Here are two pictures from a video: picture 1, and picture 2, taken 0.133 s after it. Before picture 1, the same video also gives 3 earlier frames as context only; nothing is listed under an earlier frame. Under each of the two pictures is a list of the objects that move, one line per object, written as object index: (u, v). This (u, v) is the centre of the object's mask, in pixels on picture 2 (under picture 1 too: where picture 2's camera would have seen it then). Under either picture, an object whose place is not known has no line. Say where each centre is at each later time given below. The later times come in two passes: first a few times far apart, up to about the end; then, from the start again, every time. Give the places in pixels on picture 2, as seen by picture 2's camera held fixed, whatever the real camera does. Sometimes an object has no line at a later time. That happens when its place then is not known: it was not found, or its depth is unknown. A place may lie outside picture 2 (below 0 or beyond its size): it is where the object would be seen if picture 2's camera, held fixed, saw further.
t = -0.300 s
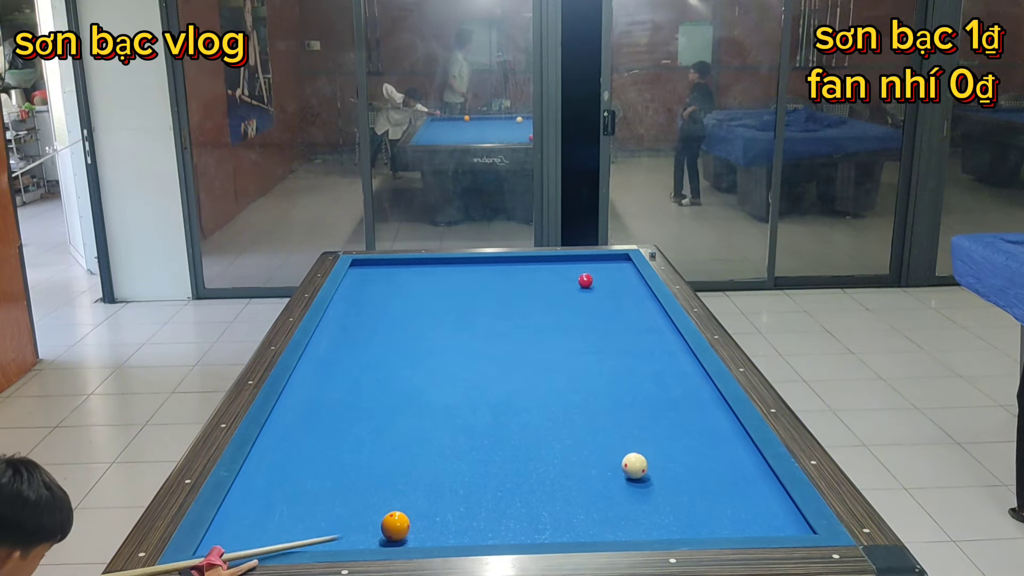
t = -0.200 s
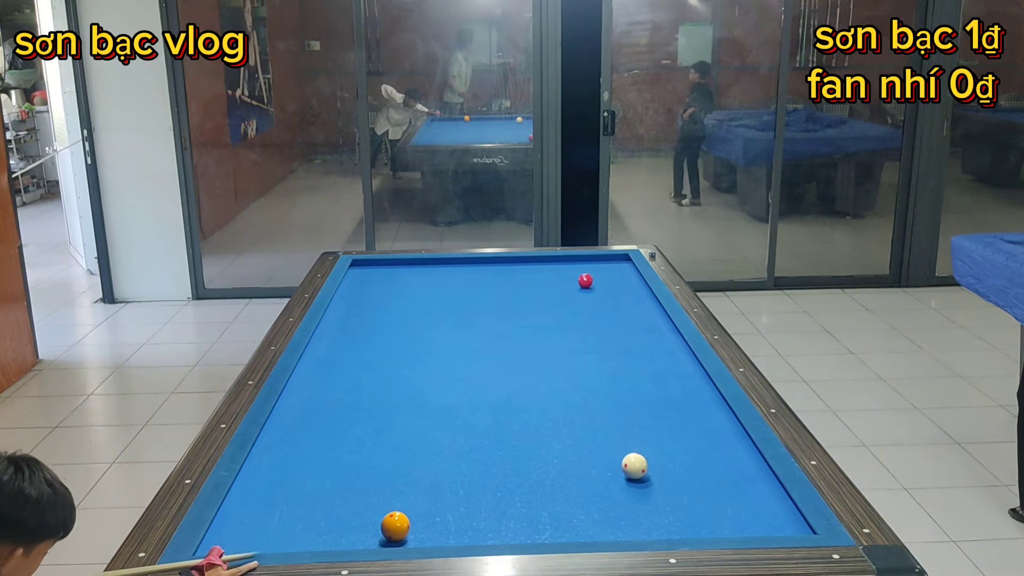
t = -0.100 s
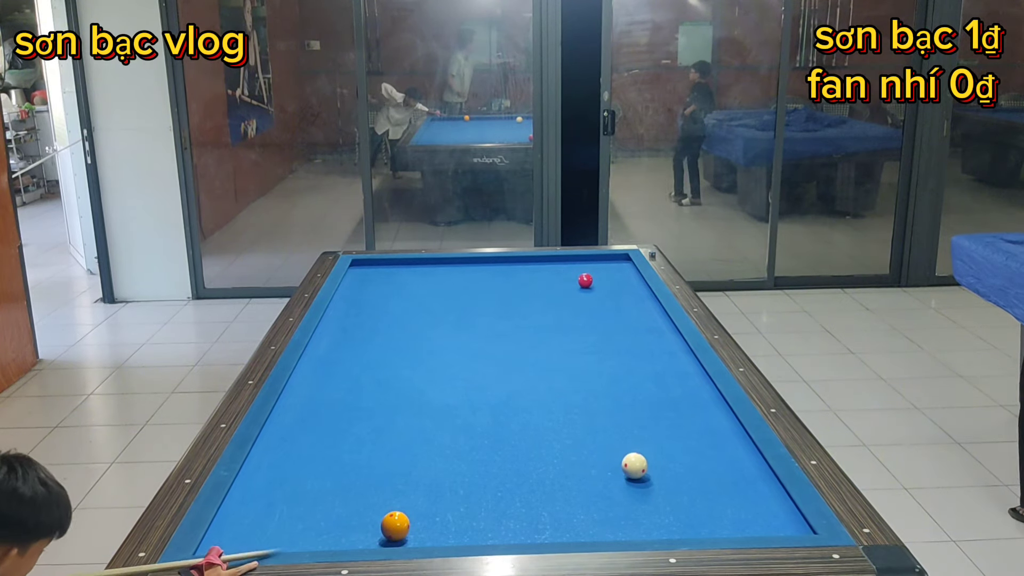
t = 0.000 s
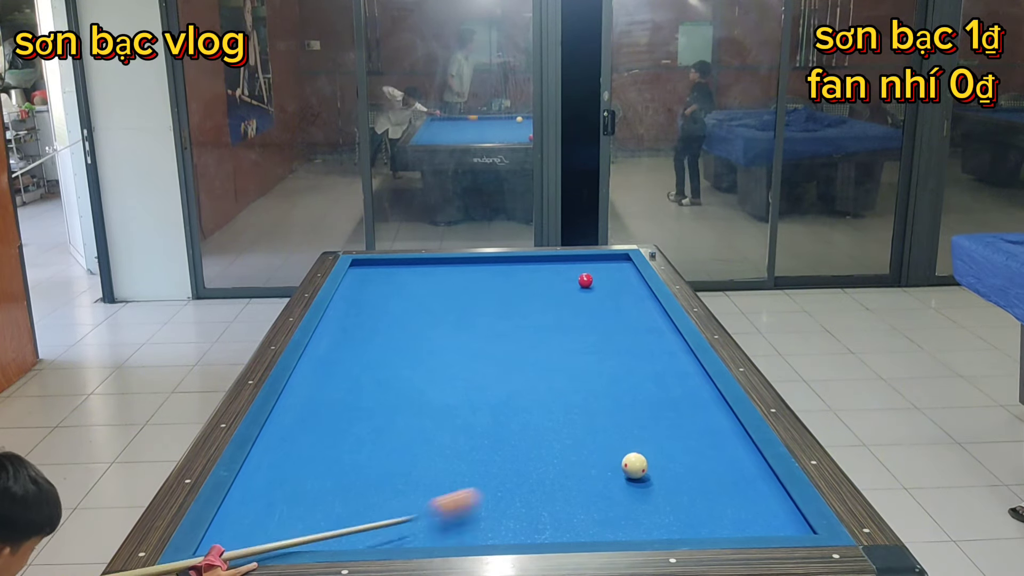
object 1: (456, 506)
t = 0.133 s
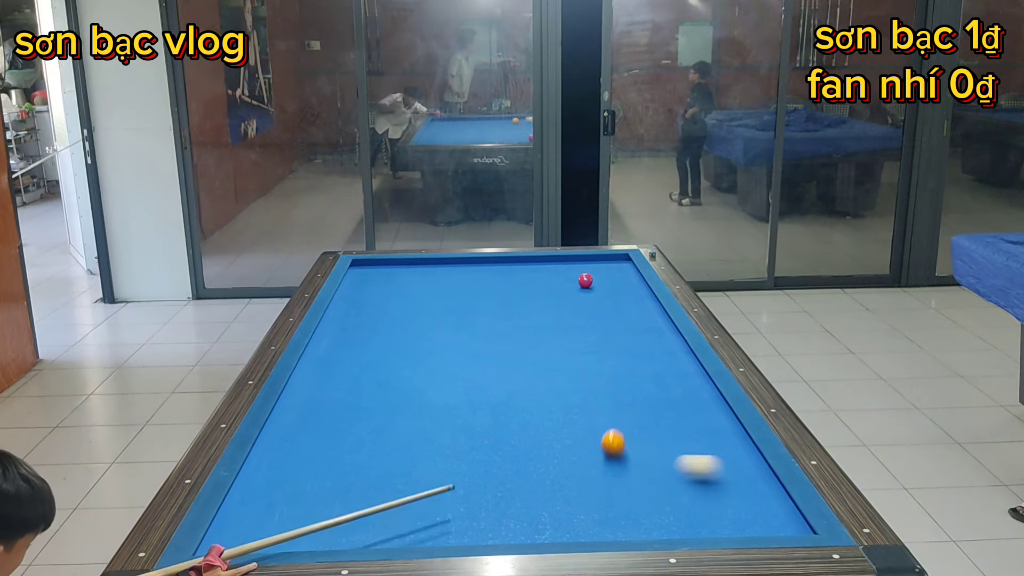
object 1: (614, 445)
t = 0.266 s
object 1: (625, 395)
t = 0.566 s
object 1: (652, 327)
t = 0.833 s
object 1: (625, 291)
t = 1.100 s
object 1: (591, 264)
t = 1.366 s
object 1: (572, 270)
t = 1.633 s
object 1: (555, 286)
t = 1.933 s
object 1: (533, 306)
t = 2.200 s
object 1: (512, 326)
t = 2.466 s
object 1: (487, 349)
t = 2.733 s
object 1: (459, 374)
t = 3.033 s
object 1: (422, 407)
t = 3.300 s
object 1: (384, 441)
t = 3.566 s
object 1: (339, 481)
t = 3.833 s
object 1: (286, 529)
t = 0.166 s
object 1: (617, 431)
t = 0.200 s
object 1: (619, 418)
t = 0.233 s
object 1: (622, 406)
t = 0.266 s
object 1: (625, 395)
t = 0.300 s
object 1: (628, 385)
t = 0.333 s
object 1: (631, 376)
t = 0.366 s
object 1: (634, 368)
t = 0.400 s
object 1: (637, 360)
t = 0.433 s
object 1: (640, 353)
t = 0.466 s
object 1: (643, 346)
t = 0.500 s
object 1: (646, 339)
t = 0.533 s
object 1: (649, 333)
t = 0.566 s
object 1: (652, 327)
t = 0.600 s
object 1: (655, 321)
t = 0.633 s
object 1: (658, 316)
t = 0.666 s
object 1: (656, 311)
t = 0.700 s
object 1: (649, 307)
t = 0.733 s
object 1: (642, 302)
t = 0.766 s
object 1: (636, 299)
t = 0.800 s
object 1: (631, 295)
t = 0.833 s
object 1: (625, 291)
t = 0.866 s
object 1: (621, 287)
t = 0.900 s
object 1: (616, 283)
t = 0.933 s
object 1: (611, 280)
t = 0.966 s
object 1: (607, 276)
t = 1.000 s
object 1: (603, 273)
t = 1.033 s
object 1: (599, 270)
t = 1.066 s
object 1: (595, 267)
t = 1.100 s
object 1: (591, 264)
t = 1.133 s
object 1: (587, 261)
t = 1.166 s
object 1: (583, 258)
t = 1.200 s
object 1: (581, 259)
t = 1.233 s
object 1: (579, 261)
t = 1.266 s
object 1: (578, 263)
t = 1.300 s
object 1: (576, 266)
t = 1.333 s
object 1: (574, 268)
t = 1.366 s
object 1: (572, 270)
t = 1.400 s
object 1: (570, 272)
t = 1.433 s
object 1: (568, 274)
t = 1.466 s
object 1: (566, 276)
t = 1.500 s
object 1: (564, 278)
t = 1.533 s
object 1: (561, 280)
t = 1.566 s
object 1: (559, 282)
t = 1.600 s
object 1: (557, 284)
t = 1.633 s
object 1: (555, 286)
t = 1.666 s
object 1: (553, 288)
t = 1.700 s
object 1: (550, 290)
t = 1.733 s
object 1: (548, 293)
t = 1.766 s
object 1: (546, 295)
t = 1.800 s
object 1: (543, 297)
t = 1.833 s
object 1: (541, 299)
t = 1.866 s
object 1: (538, 302)
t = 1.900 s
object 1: (536, 304)
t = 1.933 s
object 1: (533, 306)
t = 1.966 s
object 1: (531, 309)
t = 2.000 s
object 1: (528, 311)
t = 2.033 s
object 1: (526, 313)
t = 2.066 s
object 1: (523, 316)
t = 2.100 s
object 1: (520, 319)
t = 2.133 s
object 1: (518, 321)
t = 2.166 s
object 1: (515, 324)
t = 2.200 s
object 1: (512, 326)
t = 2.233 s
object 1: (509, 329)
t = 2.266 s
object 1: (506, 331)
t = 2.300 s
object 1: (503, 334)
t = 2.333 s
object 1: (500, 337)
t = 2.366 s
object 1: (497, 340)
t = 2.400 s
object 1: (493, 343)
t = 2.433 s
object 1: (490, 345)
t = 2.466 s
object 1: (487, 349)
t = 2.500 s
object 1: (484, 351)
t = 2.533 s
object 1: (481, 354)
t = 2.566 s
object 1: (477, 357)
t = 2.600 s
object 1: (474, 360)
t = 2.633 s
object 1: (470, 364)
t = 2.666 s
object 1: (466, 367)
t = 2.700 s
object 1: (463, 370)
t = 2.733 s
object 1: (459, 374)
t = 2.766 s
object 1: (455, 377)
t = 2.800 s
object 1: (451, 381)
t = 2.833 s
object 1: (447, 384)
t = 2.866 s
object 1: (443, 387)
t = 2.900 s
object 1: (439, 391)
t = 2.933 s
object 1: (436, 395)
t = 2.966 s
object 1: (431, 399)
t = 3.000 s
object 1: (427, 403)
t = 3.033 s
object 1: (422, 407)
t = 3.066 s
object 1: (418, 411)
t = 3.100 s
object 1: (413, 415)
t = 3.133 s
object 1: (409, 419)
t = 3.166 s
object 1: (404, 423)
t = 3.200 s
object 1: (399, 427)
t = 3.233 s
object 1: (395, 431)
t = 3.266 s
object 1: (389, 436)
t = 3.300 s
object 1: (384, 441)
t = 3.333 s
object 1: (379, 445)
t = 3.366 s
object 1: (374, 450)
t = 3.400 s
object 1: (368, 455)
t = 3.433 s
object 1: (363, 460)
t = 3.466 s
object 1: (357, 465)
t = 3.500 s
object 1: (351, 470)
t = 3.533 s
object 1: (345, 475)
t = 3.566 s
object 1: (339, 481)
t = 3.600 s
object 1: (333, 486)
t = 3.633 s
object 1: (327, 492)
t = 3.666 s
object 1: (320, 498)
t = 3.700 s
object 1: (314, 504)
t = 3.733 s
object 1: (307, 510)
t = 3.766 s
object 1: (300, 516)
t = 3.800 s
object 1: (293, 522)
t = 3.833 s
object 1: (286, 529)
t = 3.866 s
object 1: (279, 535)
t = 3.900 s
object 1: (271, 539)
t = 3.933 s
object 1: (264, 543)
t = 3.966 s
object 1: (260, 543)
